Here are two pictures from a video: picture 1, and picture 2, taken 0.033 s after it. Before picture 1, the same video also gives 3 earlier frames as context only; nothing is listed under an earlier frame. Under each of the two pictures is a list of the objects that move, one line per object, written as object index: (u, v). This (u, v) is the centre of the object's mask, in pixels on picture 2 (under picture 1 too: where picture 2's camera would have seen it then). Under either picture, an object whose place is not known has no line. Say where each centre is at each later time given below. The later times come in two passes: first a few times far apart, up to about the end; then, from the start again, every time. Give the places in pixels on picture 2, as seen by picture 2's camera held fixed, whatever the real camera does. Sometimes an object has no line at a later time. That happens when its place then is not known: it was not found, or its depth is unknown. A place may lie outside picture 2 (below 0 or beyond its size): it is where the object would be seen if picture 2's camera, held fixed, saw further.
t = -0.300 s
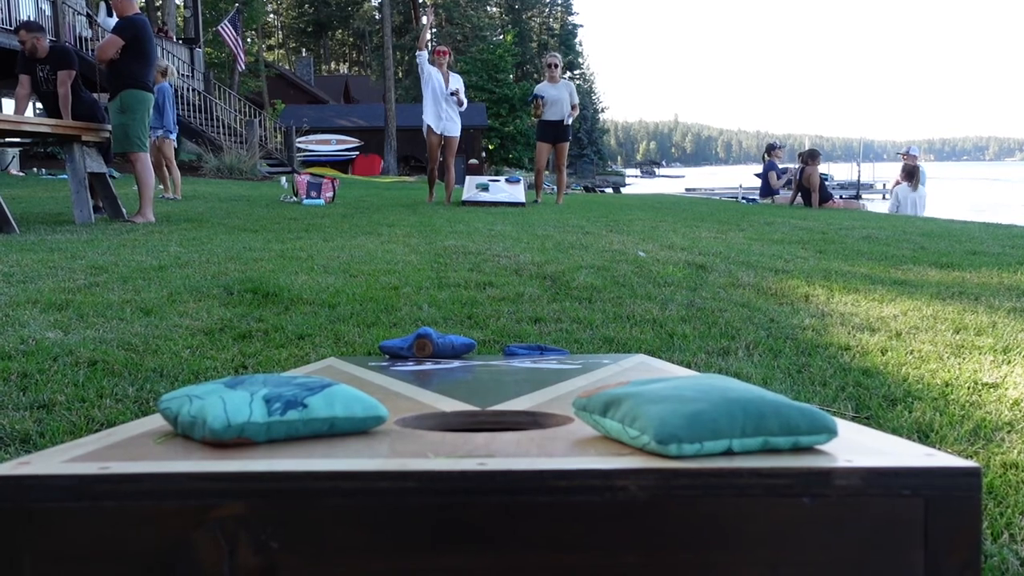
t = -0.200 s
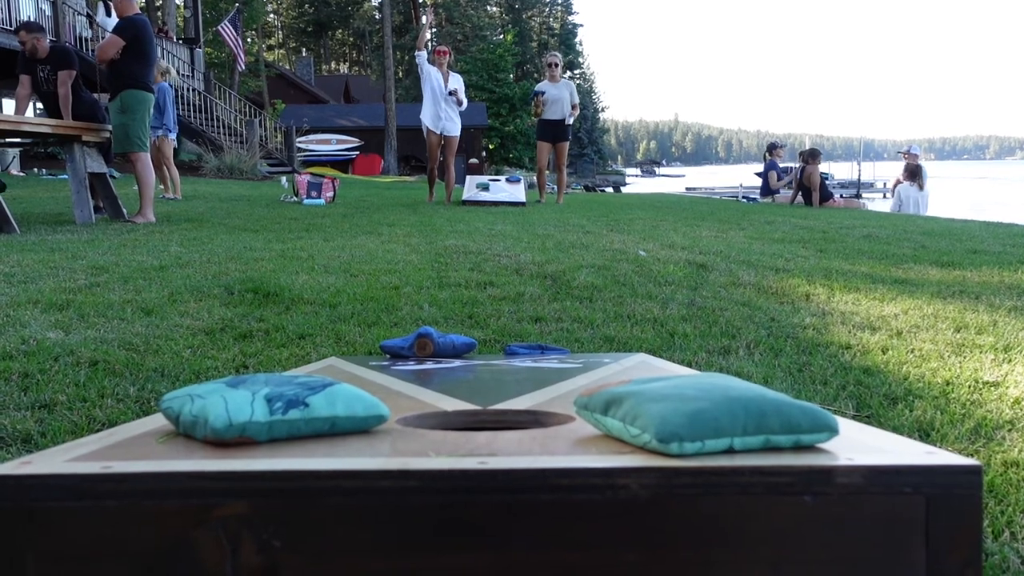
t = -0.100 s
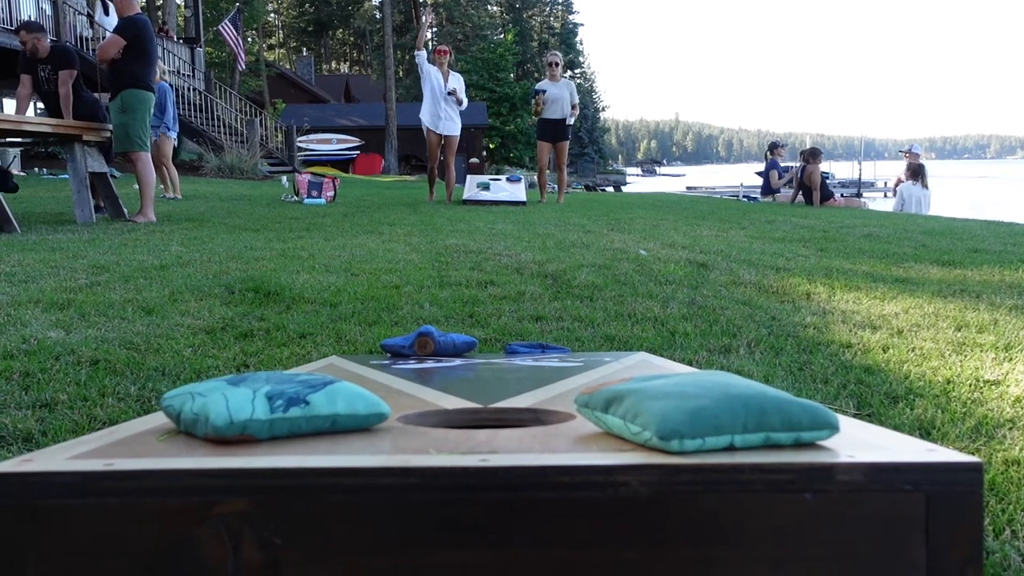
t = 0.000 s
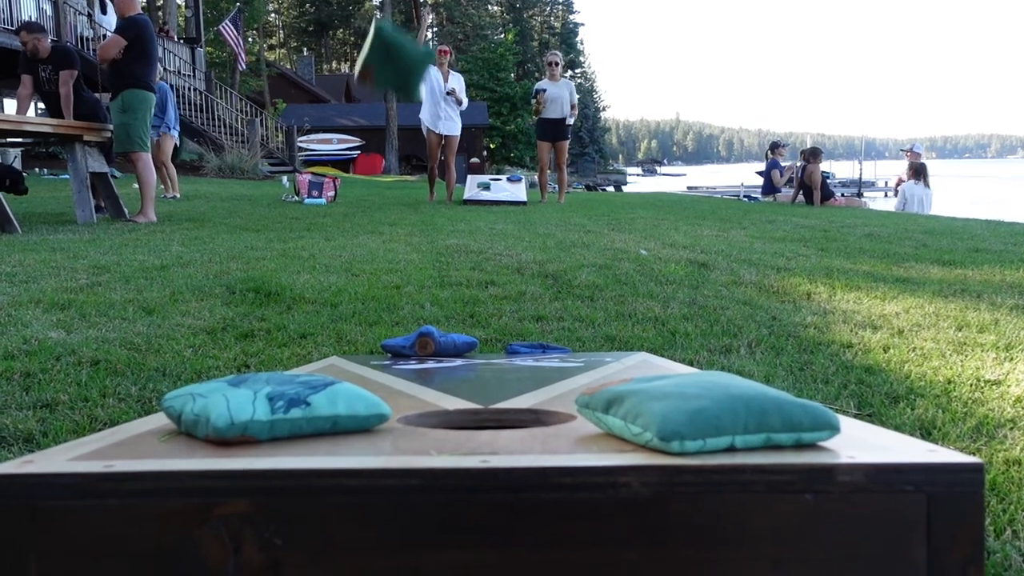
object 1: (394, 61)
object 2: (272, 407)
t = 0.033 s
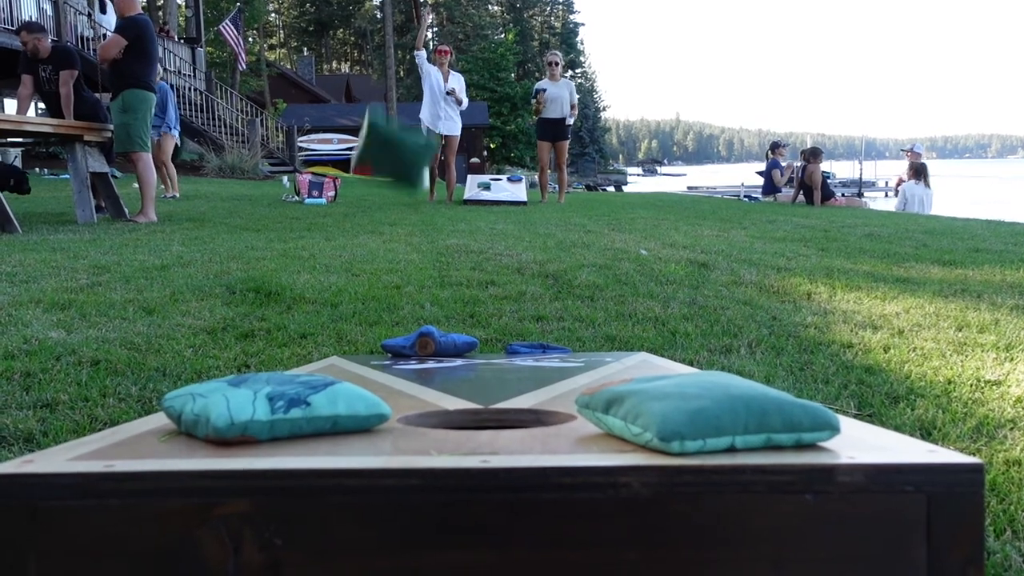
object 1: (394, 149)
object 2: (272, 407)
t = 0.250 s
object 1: (366, 328)
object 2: (272, 408)
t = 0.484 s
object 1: (377, 384)
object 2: (256, 413)
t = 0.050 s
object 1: (394, 208)
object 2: (273, 407)
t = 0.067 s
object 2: (272, 407)
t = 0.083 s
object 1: (392, 344)
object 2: (273, 407)
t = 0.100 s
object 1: (393, 352)
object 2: (272, 408)
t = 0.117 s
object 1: (390, 346)
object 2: (272, 407)
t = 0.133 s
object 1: (388, 341)
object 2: (272, 407)
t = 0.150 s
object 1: (385, 338)
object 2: (272, 408)
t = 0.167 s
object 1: (382, 335)
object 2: (272, 408)
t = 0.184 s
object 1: (379, 333)
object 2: (272, 408)
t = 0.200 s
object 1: (376, 331)
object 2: (272, 408)
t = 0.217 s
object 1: (372, 330)
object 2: (272, 408)
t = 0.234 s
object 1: (369, 329)
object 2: (272, 408)
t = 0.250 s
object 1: (366, 328)
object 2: (272, 408)
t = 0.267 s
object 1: (364, 329)
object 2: (272, 408)
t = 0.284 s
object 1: (362, 330)
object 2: (272, 408)
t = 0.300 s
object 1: (360, 335)
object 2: (271, 408)
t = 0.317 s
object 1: (358, 342)
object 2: (271, 408)
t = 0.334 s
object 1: (359, 355)
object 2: (271, 409)
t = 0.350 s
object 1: (363, 370)
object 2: (271, 408)
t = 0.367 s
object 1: (365, 379)
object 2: (269, 408)
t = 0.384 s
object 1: (363, 377)
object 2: (266, 408)
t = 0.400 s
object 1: (362, 376)
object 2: (263, 409)
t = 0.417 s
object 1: (364, 377)
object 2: (261, 410)
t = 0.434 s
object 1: (368, 379)
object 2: (259, 412)
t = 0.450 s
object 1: (372, 380)
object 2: (257, 413)
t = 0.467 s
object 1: (375, 382)
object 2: (257, 413)
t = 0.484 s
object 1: (377, 384)
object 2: (256, 413)
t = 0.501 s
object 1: (379, 385)
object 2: (257, 413)
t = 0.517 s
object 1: (379, 385)
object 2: (257, 414)
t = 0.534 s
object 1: (380, 386)
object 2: (257, 414)
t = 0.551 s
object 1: (381, 387)
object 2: (257, 414)
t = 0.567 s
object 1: (381, 387)
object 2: (257, 414)
